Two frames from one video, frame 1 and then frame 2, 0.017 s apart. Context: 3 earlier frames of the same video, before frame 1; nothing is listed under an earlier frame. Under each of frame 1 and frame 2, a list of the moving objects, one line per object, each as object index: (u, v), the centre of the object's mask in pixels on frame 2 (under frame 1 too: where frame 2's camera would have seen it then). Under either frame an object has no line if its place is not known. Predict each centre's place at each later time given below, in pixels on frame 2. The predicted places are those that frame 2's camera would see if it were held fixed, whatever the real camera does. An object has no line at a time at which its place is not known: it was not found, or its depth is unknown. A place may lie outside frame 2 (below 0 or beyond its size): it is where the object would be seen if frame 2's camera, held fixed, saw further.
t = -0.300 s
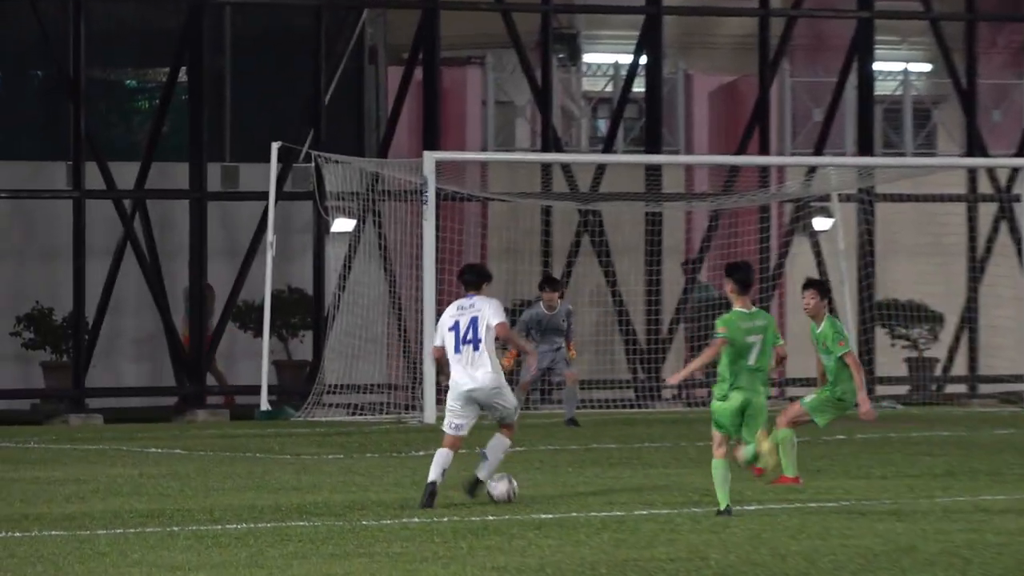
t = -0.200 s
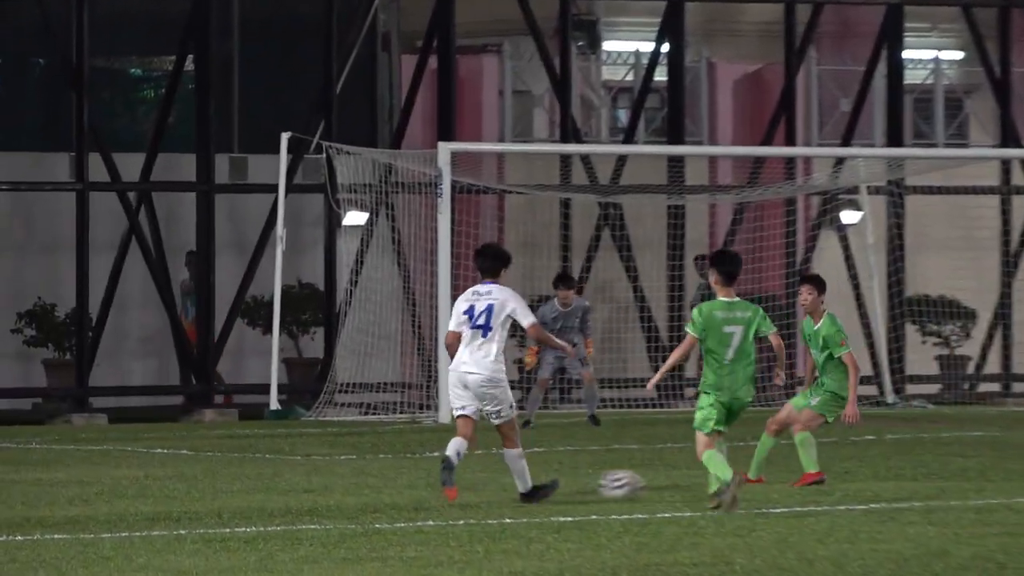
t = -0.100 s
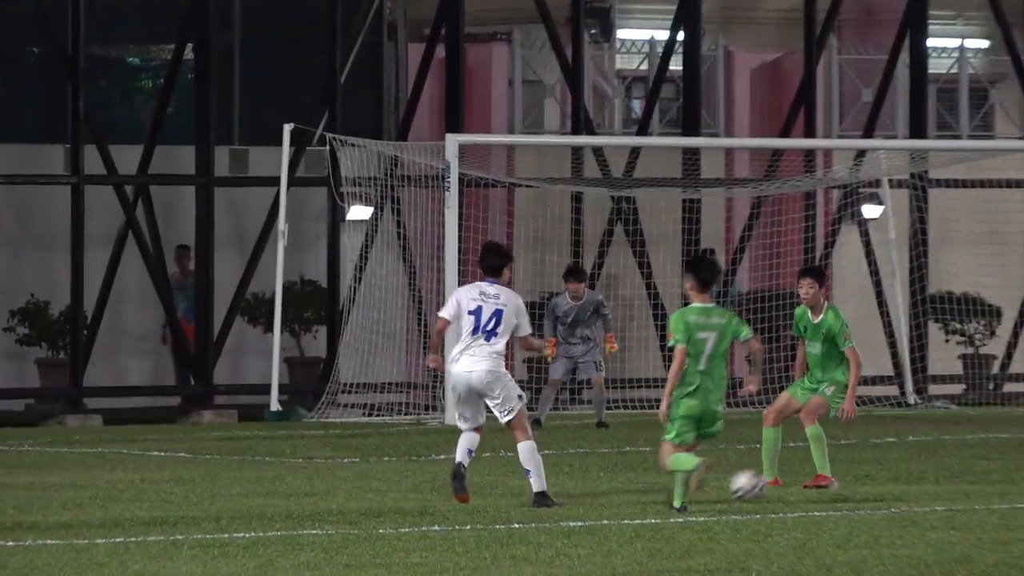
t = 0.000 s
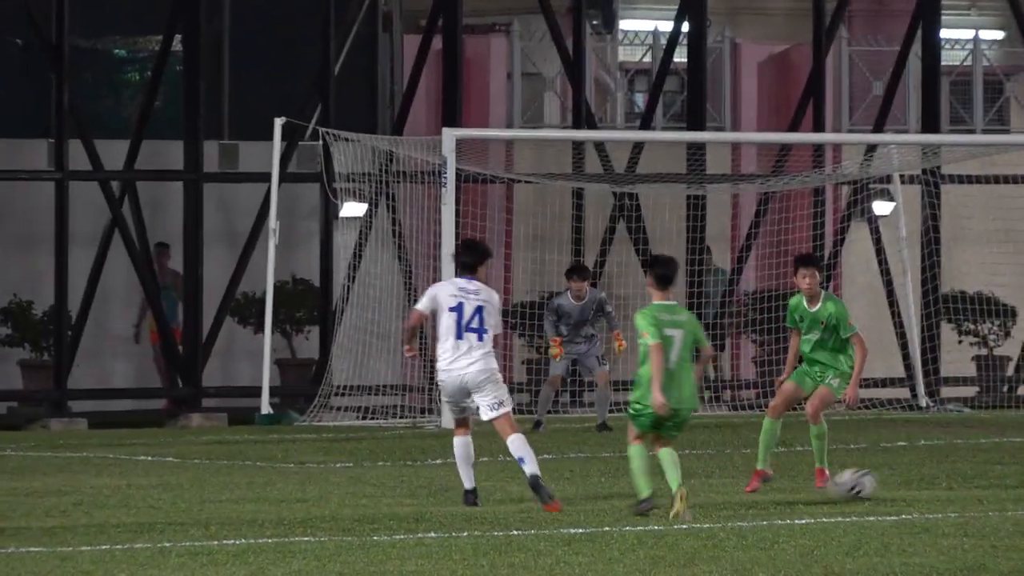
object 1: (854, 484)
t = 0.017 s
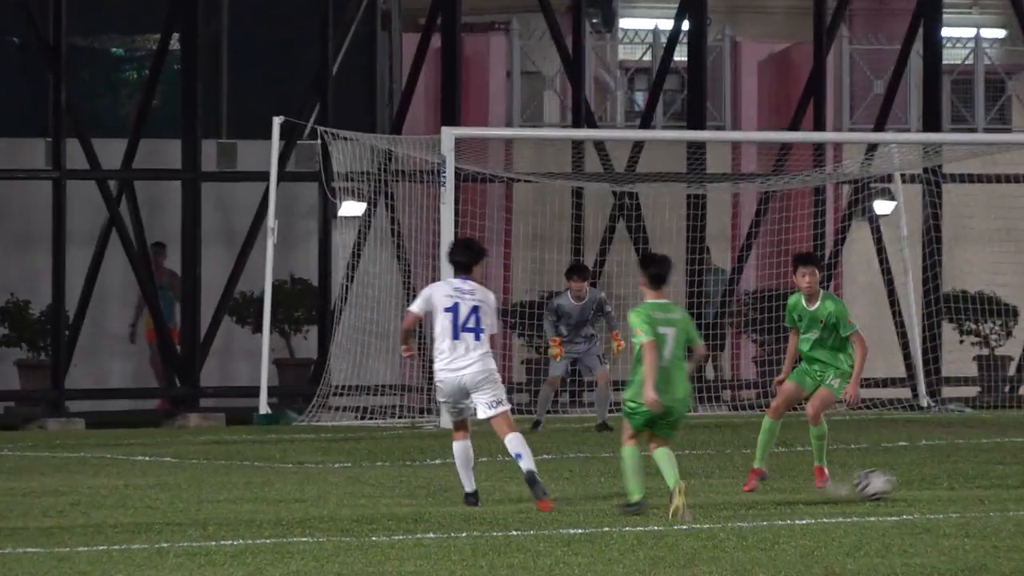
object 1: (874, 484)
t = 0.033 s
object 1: (891, 484)
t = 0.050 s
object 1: (906, 484)
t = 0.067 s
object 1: (922, 482)
